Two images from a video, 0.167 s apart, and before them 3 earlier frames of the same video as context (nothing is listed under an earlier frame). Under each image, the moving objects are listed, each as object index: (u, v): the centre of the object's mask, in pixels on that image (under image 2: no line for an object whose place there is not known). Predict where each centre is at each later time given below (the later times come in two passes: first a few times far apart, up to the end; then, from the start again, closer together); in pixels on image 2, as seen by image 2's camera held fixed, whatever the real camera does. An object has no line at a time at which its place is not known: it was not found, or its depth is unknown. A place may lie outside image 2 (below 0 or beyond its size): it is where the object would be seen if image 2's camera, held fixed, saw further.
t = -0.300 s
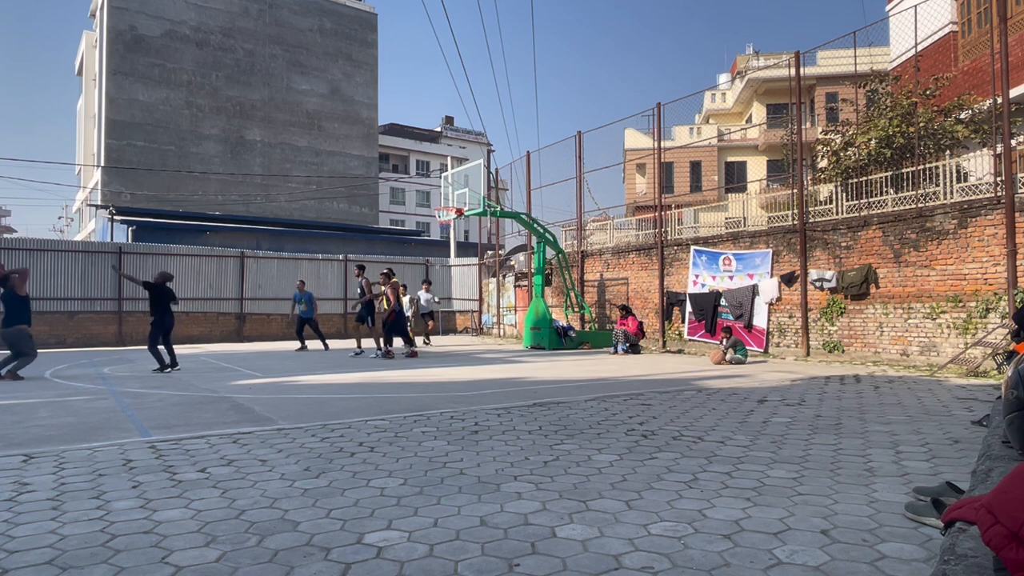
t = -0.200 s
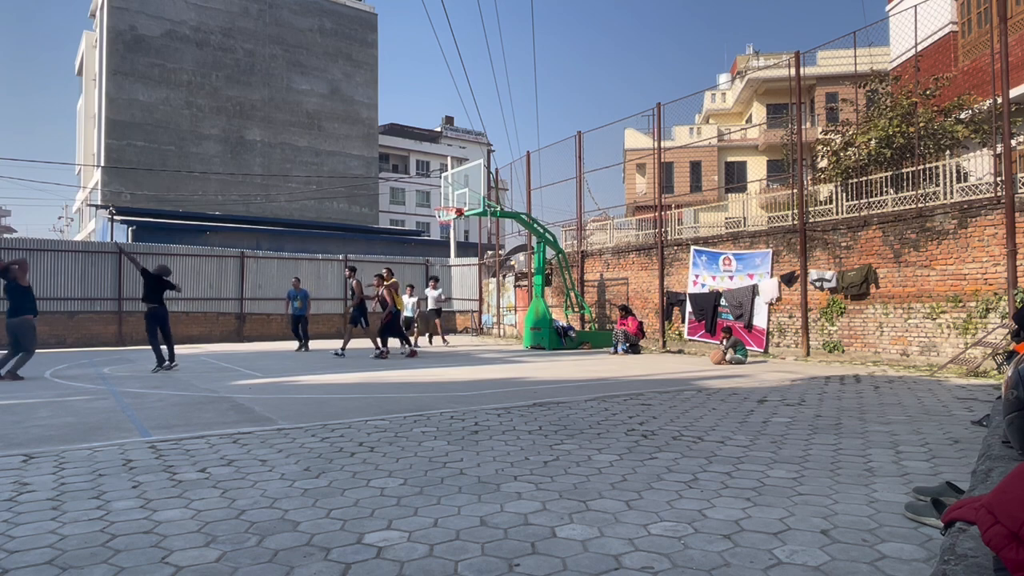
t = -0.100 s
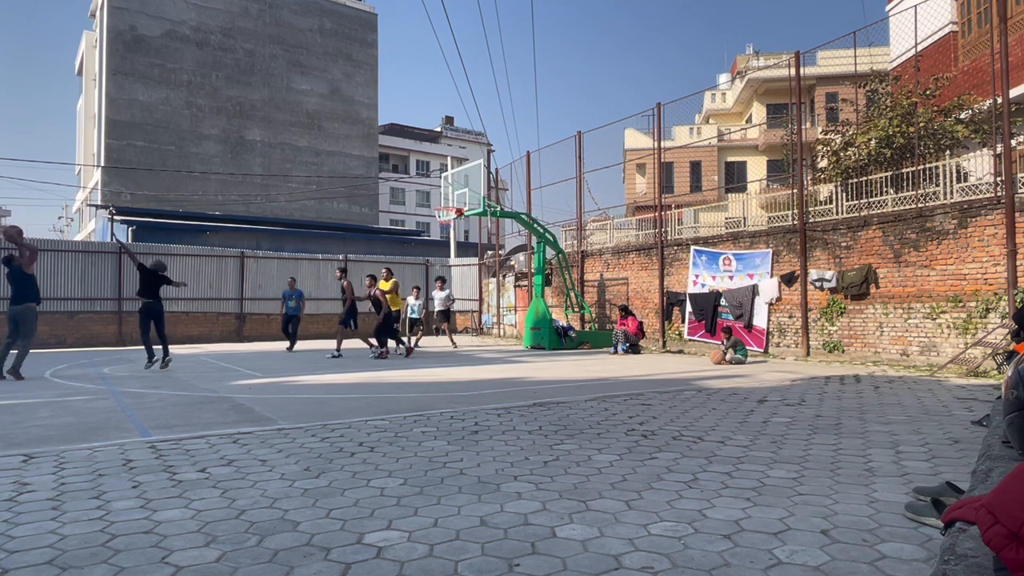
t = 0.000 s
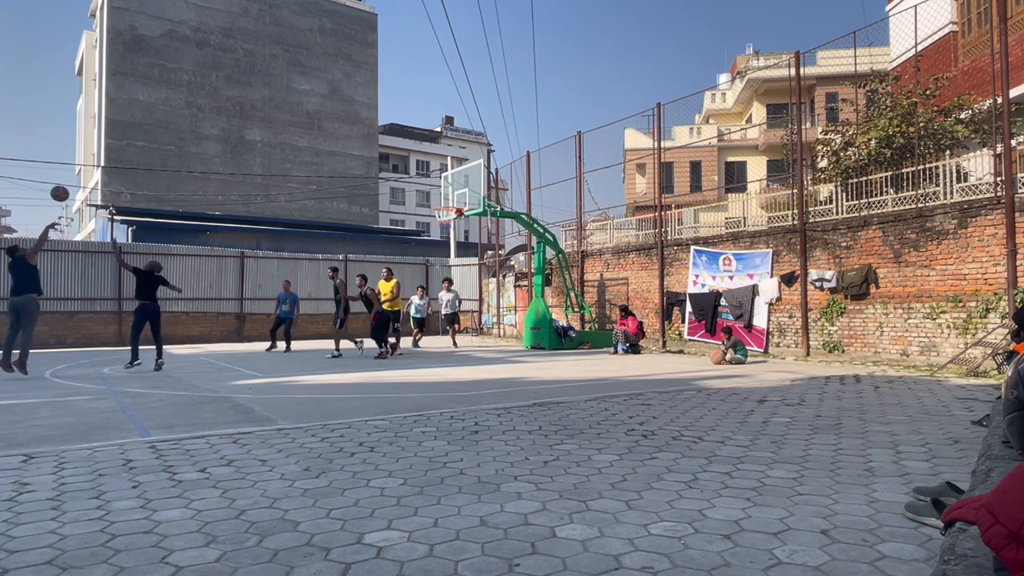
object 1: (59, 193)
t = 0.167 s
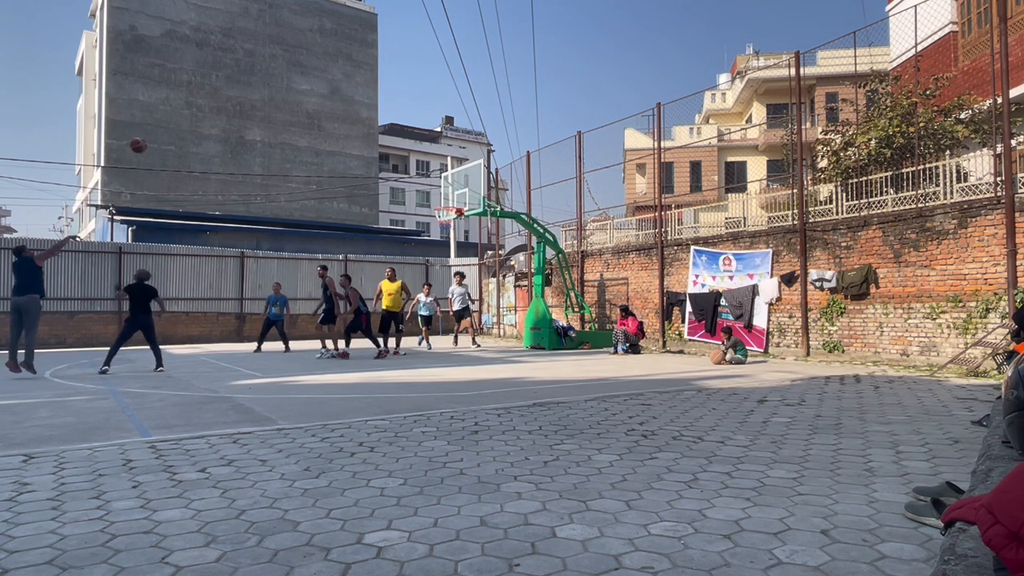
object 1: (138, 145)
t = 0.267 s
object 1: (180, 127)
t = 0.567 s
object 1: (289, 110)
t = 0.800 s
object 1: (360, 129)
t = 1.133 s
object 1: (447, 196)
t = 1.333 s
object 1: (439, 178)
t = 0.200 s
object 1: (152, 138)
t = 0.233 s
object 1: (166, 132)
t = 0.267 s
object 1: (180, 127)
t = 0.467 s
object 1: (256, 110)
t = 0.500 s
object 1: (267, 109)
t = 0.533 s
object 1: (278, 109)
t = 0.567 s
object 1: (289, 110)
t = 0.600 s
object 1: (300, 111)
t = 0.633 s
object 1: (310, 113)
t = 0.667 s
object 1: (321, 115)
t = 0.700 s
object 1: (331, 118)
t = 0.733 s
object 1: (341, 121)
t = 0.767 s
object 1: (351, 125)
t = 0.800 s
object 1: (360, 129)
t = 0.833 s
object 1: (369, 134)
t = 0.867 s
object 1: (379, 140)
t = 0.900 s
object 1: (388, 146)
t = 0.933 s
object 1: (396, 152)
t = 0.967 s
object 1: (405, 158)
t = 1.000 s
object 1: (413, 165)
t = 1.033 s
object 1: (422, 173)
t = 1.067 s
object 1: (430, 179)
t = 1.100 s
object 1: (438, 188)
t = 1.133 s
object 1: (447, 196)
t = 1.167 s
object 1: (453, 203)
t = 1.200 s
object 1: (450, 197)
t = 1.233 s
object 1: (447, 191)
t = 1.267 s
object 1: (444, 186)
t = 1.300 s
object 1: (442, 182)
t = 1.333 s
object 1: (439, 178)
